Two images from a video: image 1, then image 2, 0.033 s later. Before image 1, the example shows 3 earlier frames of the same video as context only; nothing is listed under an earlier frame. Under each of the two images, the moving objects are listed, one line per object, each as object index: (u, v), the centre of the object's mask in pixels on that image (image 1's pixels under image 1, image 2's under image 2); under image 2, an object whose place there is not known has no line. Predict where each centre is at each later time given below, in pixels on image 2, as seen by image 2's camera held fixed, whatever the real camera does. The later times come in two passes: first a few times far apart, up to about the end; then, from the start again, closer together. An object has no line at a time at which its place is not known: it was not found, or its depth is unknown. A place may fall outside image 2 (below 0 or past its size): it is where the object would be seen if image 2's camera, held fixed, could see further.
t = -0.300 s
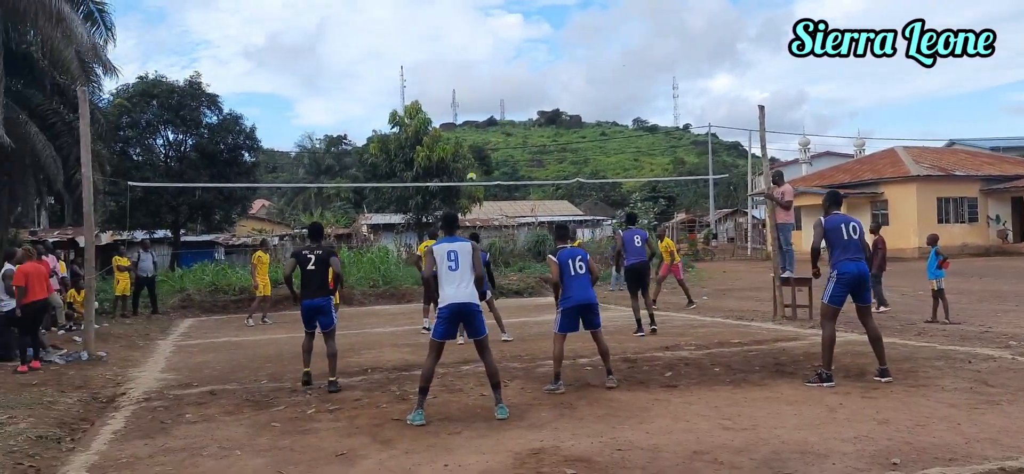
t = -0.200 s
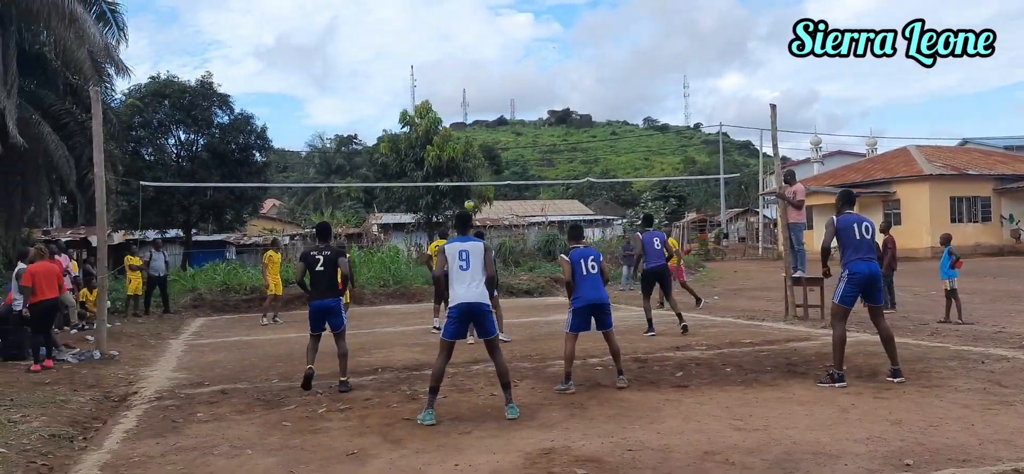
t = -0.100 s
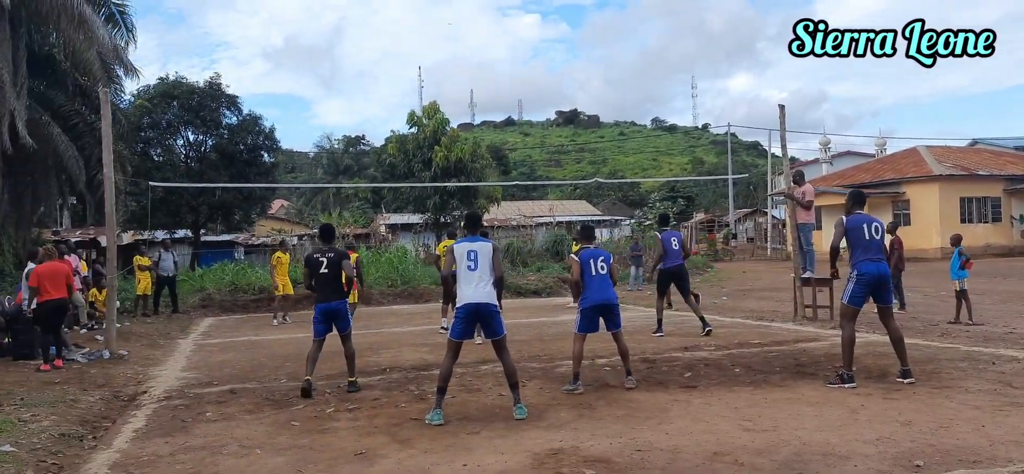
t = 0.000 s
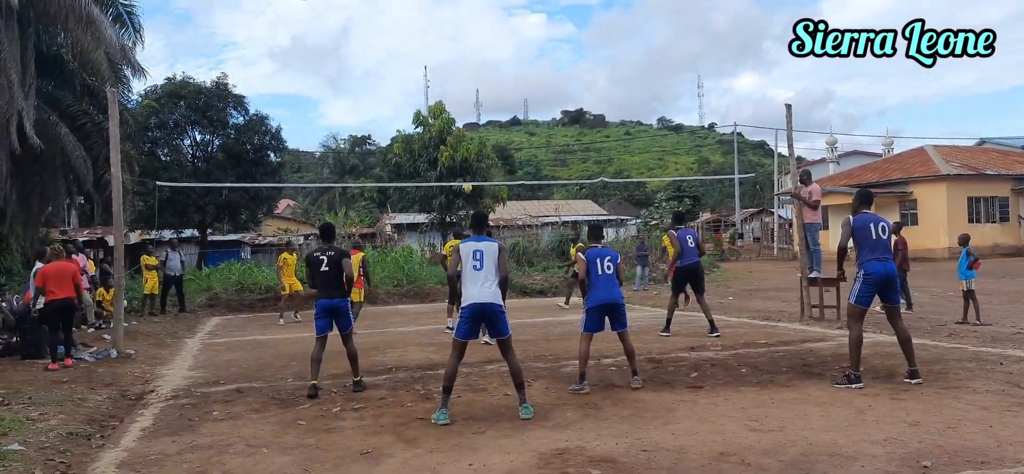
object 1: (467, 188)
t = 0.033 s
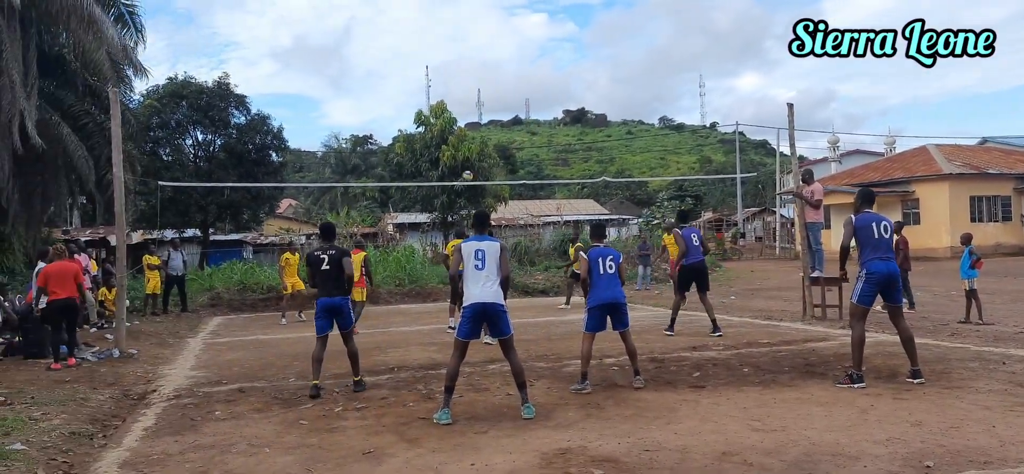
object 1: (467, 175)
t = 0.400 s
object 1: (457, 69)
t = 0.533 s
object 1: (454, 42)
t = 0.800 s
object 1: (450, 13)
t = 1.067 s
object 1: (448, 32)
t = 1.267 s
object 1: (449, 92)
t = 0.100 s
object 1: (465, 152)
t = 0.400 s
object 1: (457, 69)
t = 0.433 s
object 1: (456, 61)
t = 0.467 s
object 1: (455, 54)
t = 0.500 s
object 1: (455, 48)
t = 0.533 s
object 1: (454, 42)
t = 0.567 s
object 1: (453, 36)
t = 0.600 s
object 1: (453, 31)
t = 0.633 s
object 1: (452, 26)
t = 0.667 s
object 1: (451, 22)
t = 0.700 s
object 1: (451, 19)
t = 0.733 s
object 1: (450, 16)
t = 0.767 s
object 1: (450, 14)
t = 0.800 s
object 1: (450, 13)
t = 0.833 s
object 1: (449, 12)
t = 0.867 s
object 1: (449, 12)
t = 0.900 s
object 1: (449, 14)
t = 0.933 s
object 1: (449, 15)
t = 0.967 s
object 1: (449, 18)
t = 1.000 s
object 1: (449, 22)
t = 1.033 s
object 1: (449, 26)
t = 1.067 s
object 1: (448, 32)
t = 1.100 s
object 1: (448, 39)
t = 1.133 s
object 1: (448, 47)
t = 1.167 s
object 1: (449, 56)
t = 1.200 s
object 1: (449, 67)
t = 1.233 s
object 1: (449, 79)
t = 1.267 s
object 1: (449, 92)
